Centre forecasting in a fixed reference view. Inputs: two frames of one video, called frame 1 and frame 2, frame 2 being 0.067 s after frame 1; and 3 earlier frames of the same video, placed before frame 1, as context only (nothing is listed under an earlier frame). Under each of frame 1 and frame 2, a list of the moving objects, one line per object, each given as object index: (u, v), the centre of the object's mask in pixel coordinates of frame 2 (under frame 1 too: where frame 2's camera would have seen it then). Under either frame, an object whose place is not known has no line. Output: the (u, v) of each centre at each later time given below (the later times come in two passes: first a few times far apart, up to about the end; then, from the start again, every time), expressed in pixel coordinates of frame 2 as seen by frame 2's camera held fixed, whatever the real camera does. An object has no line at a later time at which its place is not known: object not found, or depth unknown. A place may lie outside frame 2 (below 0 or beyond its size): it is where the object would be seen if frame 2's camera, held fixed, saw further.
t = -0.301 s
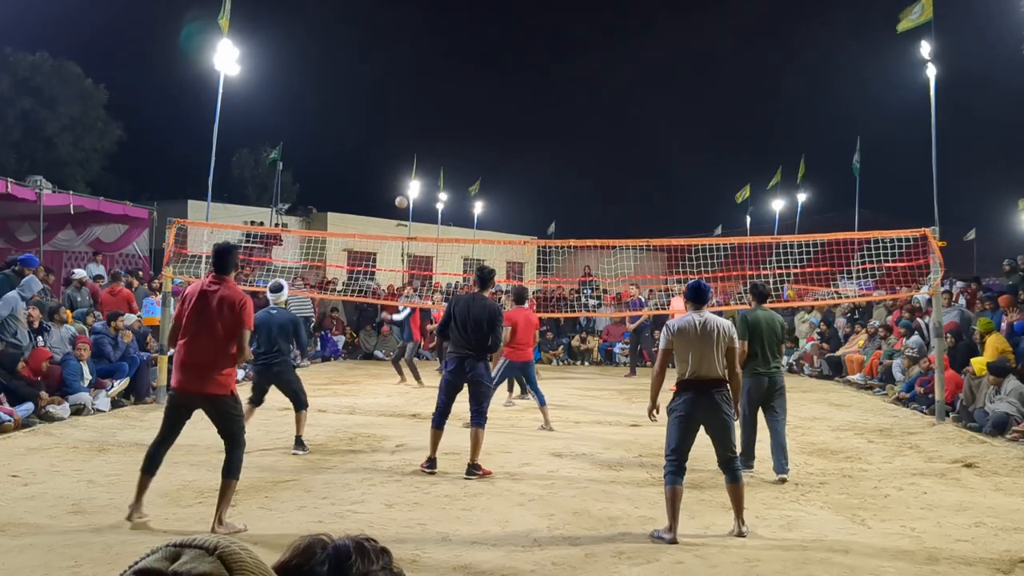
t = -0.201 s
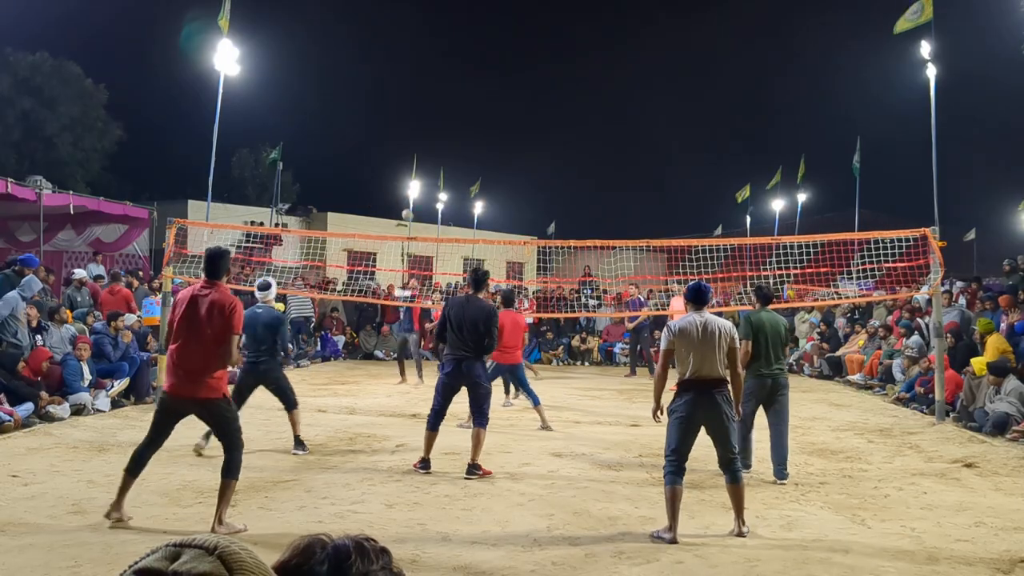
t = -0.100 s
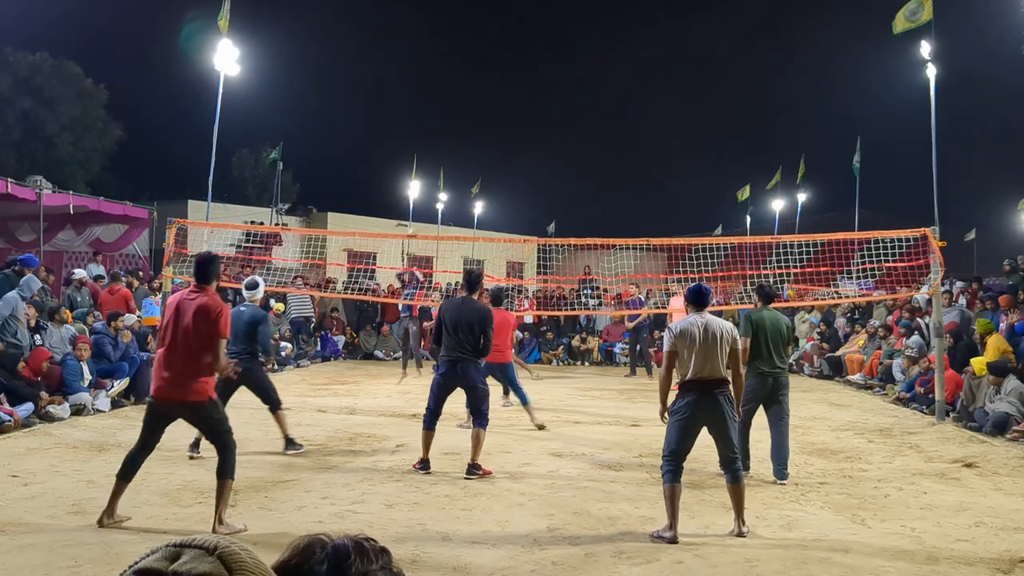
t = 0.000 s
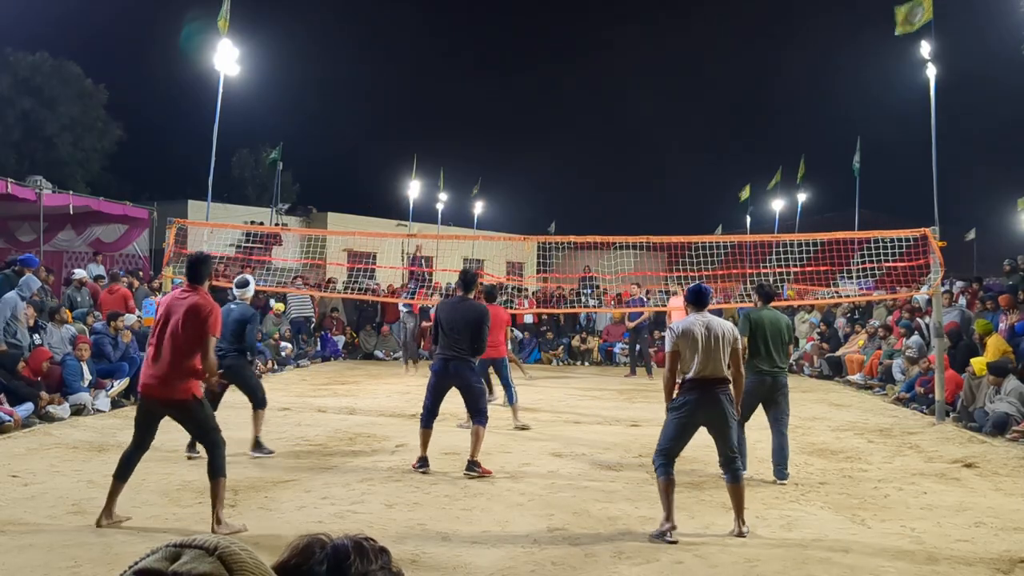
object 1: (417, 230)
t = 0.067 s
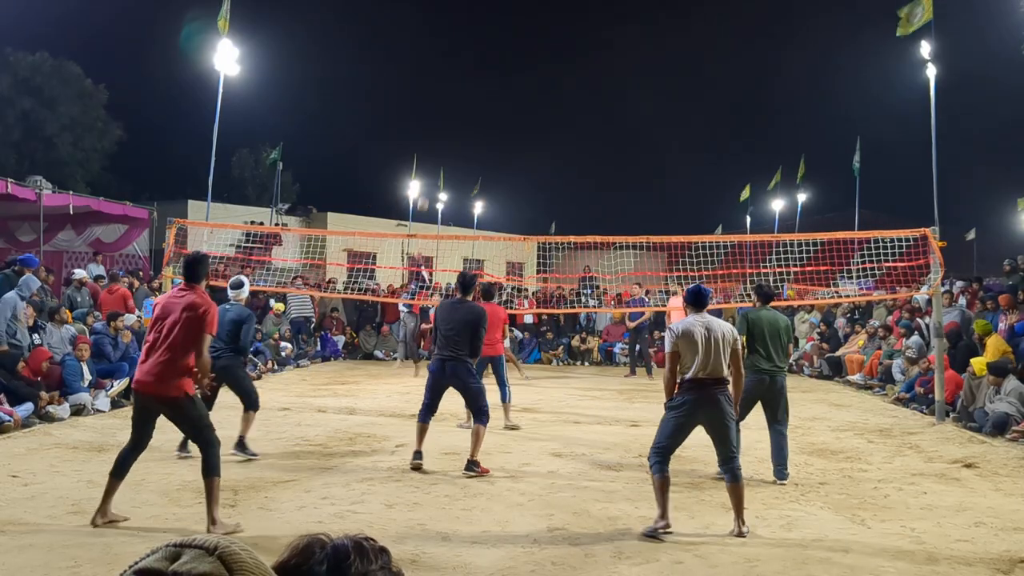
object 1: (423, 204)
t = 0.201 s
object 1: (431, 154)
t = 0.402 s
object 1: (446, 90)
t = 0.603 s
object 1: (464, 43)
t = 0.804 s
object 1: (485, 22)
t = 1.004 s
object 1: (511, 35)
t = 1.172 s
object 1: (538, 86)
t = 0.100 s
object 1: (425, 192)
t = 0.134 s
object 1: (427, 177)
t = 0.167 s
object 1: (429, 165)
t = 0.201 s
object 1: (431, 154)
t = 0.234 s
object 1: (433, 142)
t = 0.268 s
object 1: (436, 131)
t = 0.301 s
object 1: (438, 120)
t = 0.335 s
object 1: (441, 110)
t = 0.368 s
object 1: (443, 99)
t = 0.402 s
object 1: (446, 90)
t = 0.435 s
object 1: (449, 80)
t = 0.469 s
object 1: (452, 71)
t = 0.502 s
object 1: (455, 64)
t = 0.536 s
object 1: (458, 56)
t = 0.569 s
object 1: (461, 49)
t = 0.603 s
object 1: (464, 43)
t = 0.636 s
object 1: (468, 37)
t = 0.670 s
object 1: (471, 32)
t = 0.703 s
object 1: (474, 28)
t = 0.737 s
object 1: (477, 25)
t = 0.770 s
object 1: (481, 23)
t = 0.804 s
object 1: (485, 22)
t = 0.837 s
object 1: (489, 21)
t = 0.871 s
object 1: (493, 22)
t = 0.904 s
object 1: (497, 23)
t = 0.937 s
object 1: (502, 26)
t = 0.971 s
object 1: (506, 30)
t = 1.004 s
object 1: (511, 35)
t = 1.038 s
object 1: (516, 43)
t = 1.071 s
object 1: (521, 51)
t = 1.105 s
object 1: (527, 61)
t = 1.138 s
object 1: (533, 74)
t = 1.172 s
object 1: (538, 86)
